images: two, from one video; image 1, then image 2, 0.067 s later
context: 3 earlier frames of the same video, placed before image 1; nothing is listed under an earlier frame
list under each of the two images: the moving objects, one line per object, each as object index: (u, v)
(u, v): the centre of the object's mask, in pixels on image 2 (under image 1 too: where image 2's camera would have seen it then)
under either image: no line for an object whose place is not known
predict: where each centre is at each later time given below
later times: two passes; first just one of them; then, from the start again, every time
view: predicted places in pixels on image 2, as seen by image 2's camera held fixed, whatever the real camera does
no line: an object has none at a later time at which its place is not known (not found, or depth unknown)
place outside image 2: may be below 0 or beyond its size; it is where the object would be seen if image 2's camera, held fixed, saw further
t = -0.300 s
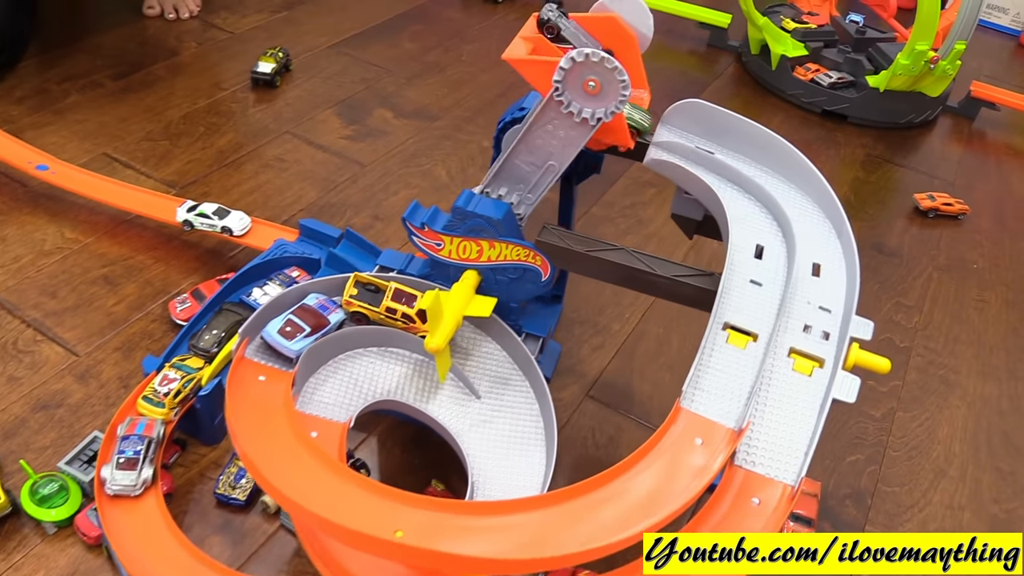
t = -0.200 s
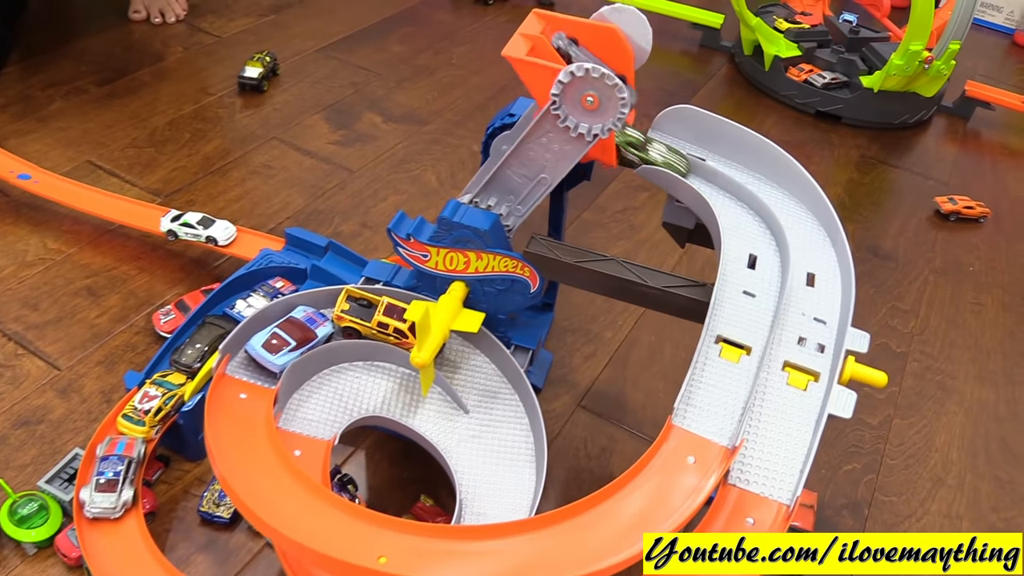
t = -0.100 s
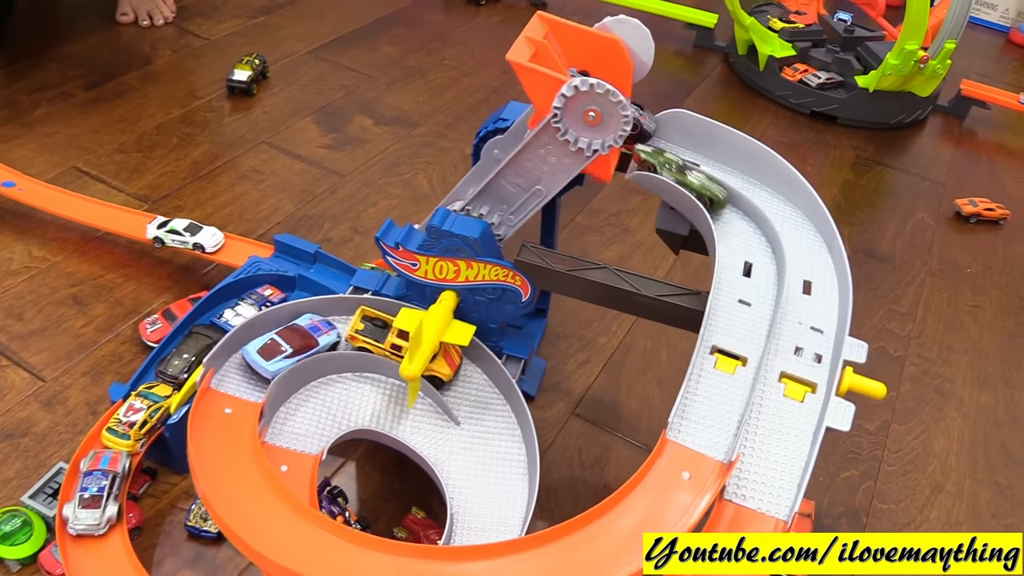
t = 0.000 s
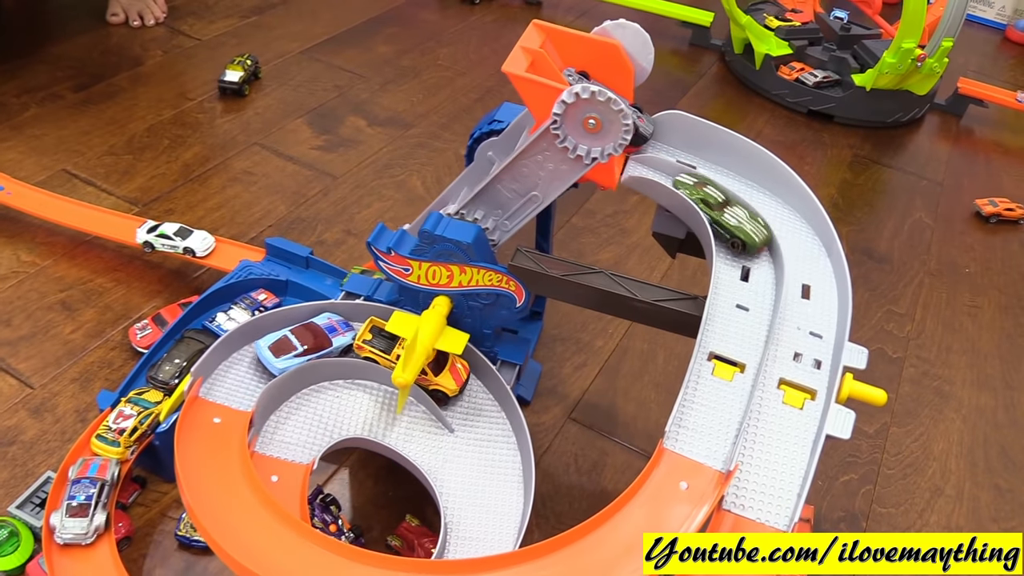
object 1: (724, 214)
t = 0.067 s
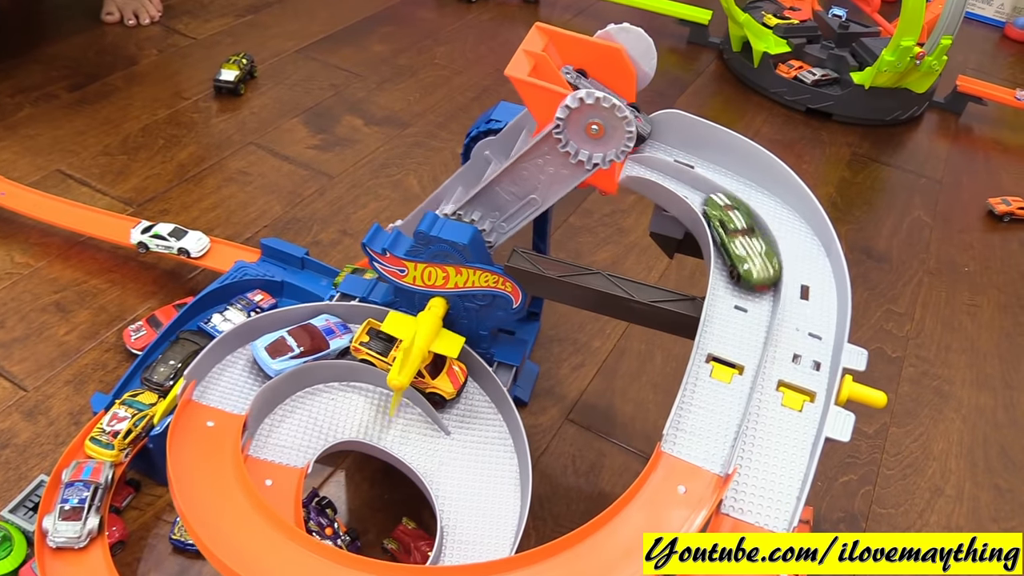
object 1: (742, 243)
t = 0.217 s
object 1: (745, 318)
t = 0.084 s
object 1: (745, 250)
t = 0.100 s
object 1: (747, 258)
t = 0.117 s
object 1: (750, 266)
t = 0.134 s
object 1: (752, 274)
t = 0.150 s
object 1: (752, 283)
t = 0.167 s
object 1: (751, 291)
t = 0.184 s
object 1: (749, 299)
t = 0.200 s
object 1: (748, 308)
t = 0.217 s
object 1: (745, 318)
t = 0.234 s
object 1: (743, 325)
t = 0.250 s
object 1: (740, 335)
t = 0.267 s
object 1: (737, 343)
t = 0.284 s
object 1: (735, 351)
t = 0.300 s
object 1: (731, 361)
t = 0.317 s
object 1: (728, 371)
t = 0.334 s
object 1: (724, 382)
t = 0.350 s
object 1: (721, 392)
